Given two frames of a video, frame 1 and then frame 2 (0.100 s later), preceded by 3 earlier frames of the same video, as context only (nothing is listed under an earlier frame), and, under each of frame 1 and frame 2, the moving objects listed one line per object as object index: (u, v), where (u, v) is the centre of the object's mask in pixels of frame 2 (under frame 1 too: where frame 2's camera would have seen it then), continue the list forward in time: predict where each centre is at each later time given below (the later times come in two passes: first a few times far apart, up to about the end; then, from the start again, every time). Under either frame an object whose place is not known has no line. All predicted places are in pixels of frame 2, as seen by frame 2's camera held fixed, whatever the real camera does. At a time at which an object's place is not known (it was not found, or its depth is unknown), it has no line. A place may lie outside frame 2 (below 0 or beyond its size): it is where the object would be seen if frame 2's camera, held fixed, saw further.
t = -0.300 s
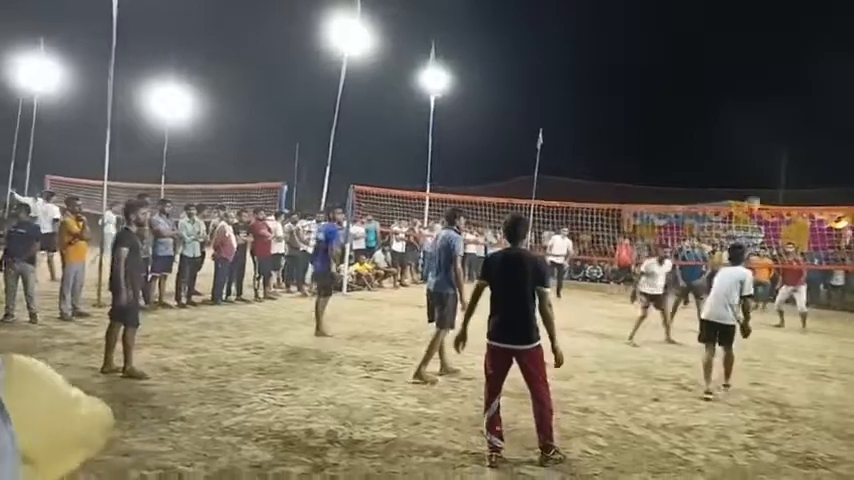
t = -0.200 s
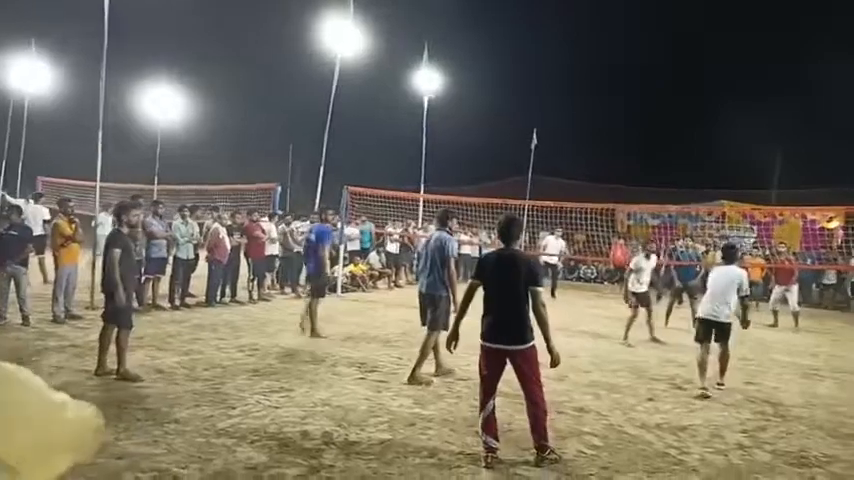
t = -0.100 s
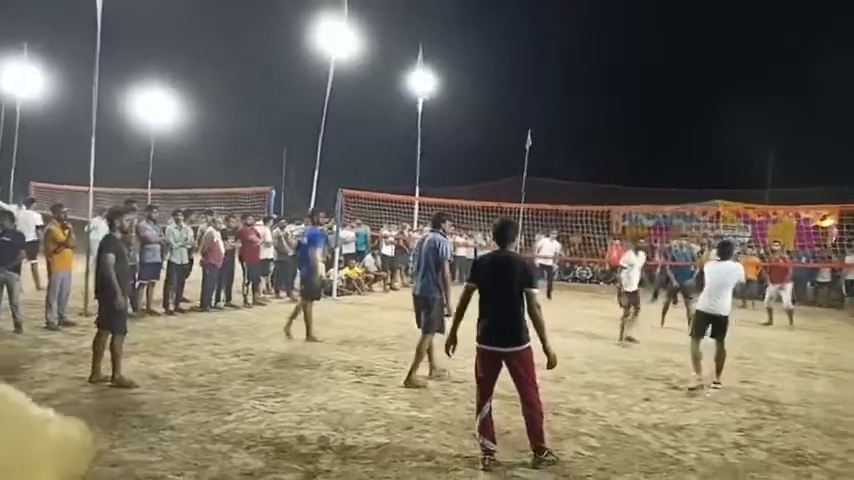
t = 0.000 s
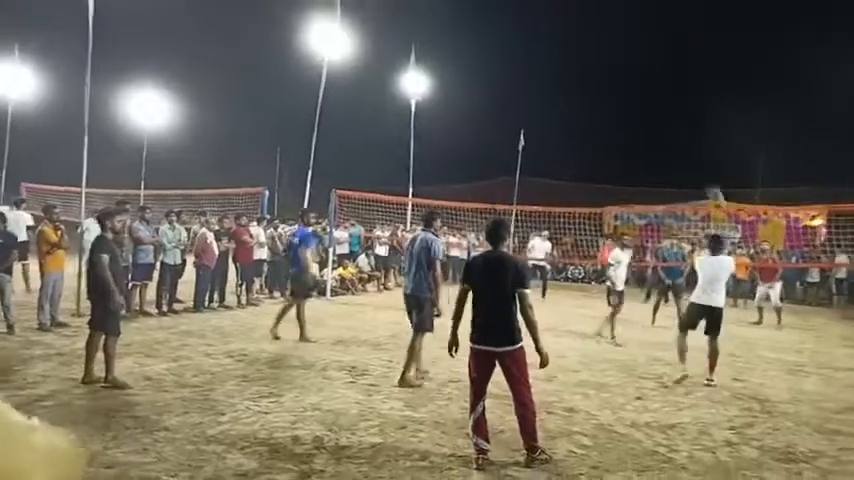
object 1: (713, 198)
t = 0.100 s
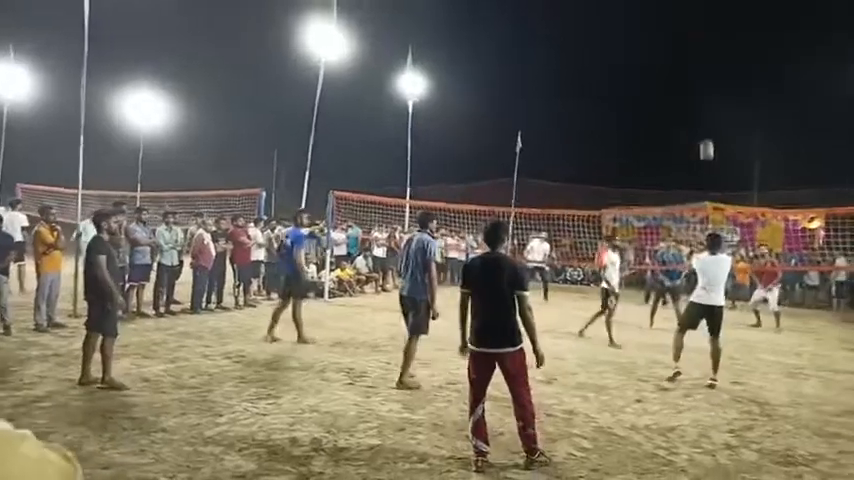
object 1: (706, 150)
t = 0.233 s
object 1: (699, 101)
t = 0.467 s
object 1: (686, 54)
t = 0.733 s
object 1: (672, 48)
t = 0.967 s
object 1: (662, 72)
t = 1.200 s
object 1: (651, 116)
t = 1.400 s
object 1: (642, 166)
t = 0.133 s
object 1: (705, 136)
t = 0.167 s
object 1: (702, 123)
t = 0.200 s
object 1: (701, 112)
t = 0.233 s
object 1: (699, 101)
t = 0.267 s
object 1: (698, 92)
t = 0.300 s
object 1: (696, 83)
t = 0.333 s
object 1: (694, 75)
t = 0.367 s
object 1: (692, 68)
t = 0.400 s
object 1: (690, 63)
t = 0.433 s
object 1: (687, 58)
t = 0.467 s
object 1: (686, 54)
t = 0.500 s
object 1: (686, 51)
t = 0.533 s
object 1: (685, 48)
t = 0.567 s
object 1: (682, 46)
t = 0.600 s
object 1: (679, 45)
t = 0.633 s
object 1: (677, 45)
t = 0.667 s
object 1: (676, 45)
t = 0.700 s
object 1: (674, 47)
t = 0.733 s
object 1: (672, 48)
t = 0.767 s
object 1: (671, 50)
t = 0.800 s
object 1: (669, 53)
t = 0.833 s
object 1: (667, 56)
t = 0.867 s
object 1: (665, 59)
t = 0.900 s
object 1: (664, 63)
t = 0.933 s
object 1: (663, 67)
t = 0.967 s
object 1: (662, 72)
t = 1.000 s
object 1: (660, 77)
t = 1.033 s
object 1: (658, 82)
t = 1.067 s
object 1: (657, 88)
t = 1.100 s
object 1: (656, 95)
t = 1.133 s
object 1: (654, 101)
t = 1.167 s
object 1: (653, 108)
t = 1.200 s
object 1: (651, 116)
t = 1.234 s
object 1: (650, 124)
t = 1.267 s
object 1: (649, 131)
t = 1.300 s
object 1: (647, 139)
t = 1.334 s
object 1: (646, 148)
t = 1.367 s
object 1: (644, 157)
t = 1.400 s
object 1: (642, 166)
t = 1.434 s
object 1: (642, 176)
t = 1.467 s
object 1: (640, 186)
